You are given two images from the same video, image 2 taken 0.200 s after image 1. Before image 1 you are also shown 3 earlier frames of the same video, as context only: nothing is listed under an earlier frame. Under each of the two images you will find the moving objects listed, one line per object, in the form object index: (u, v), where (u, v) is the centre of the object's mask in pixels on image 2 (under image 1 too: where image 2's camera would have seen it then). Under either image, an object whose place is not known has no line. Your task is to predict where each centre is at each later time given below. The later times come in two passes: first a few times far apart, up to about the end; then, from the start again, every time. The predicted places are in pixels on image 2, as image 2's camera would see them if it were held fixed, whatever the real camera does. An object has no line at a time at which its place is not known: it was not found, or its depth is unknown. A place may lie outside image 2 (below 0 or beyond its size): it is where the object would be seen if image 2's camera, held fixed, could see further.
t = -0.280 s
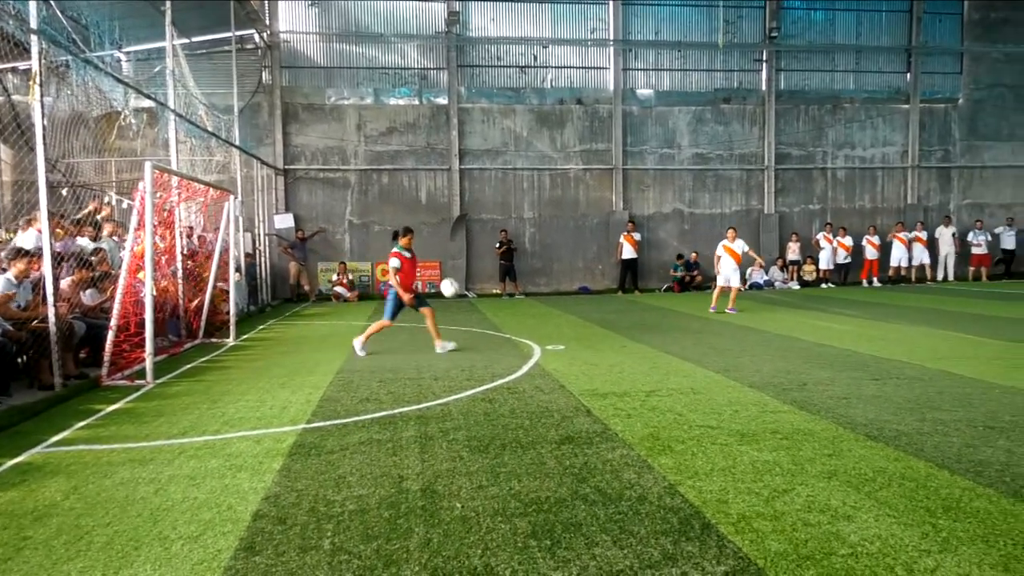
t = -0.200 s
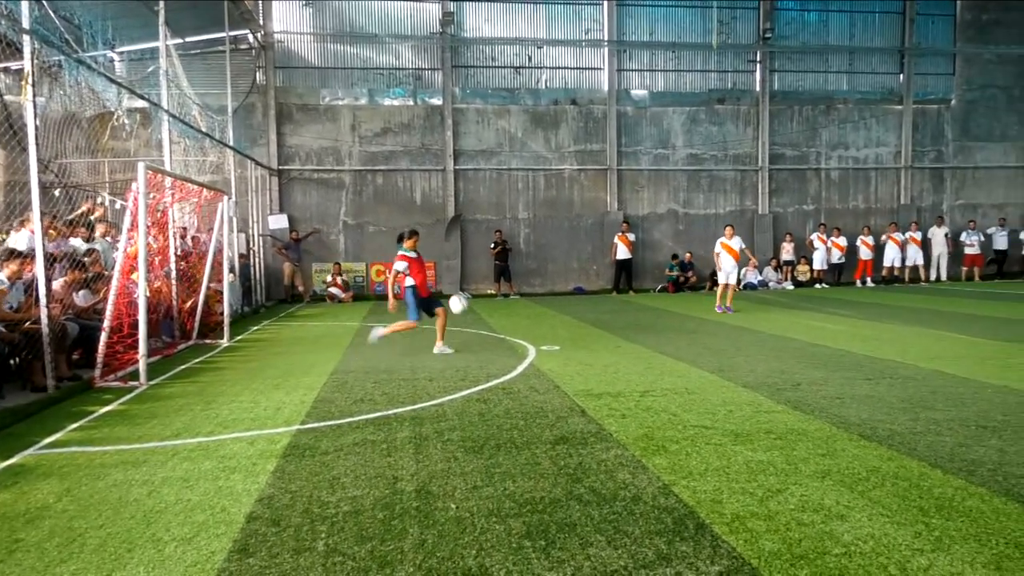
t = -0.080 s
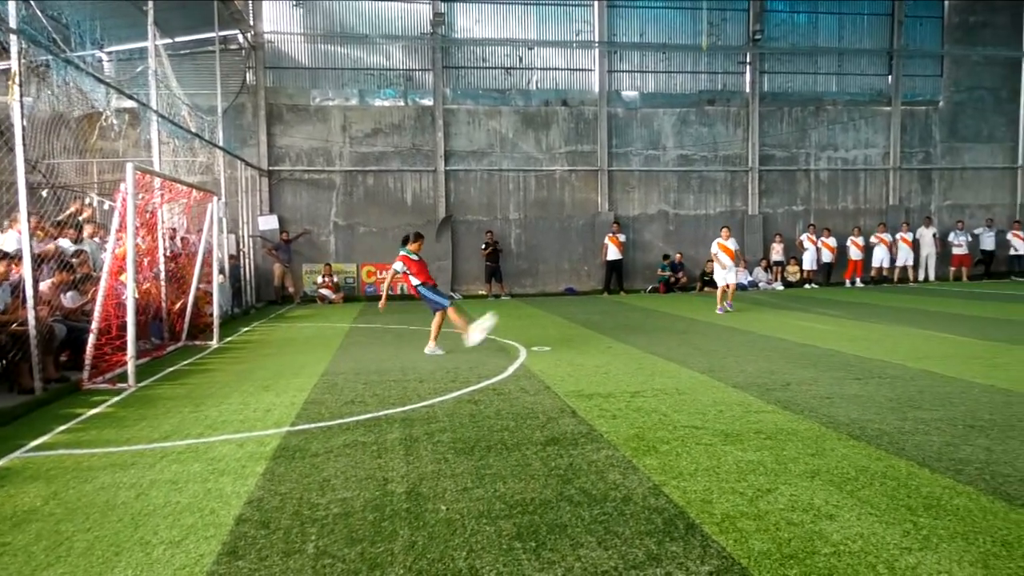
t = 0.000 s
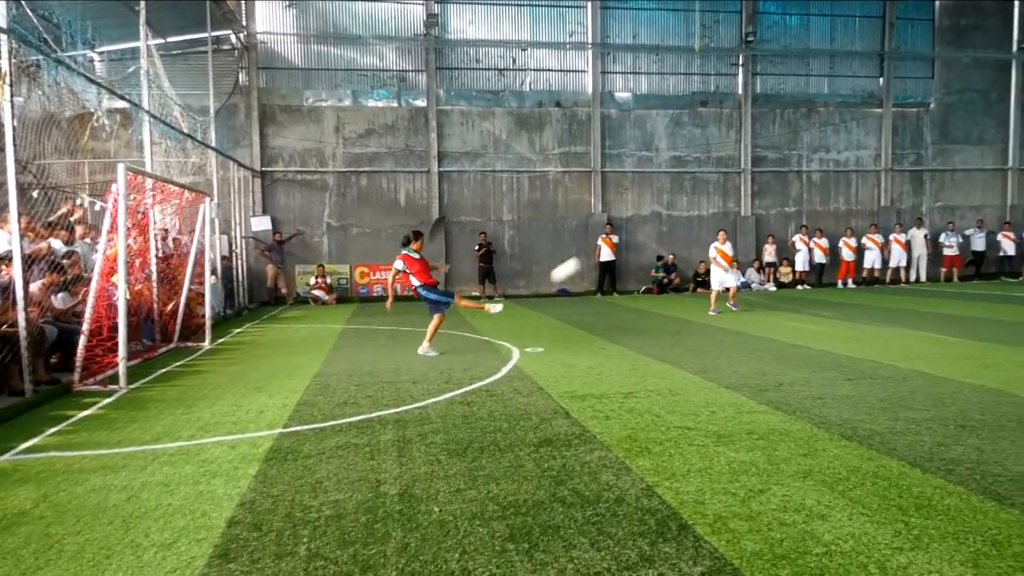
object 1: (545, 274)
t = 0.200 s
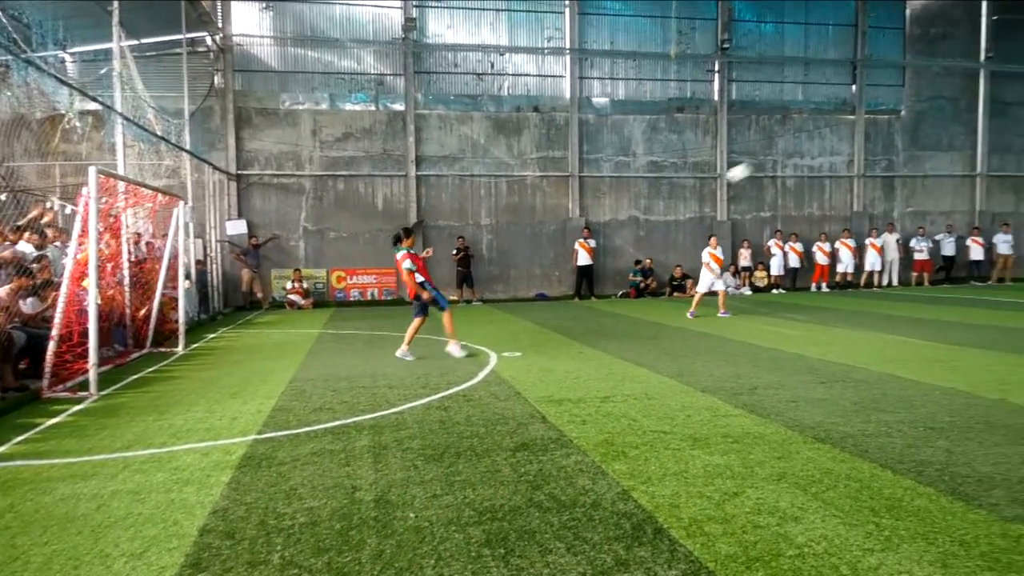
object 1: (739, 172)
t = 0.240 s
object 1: (773, 158)
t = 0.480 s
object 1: (951, 112)
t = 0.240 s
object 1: (773, 158)
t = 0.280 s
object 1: (805, 147)
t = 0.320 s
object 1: (836, 137)
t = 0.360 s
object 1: (867, 128)
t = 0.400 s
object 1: (896, 121)
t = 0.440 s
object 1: (924, 116)
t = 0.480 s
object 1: (951, 112)
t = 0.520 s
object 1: (977, 110)
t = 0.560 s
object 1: (1002, 108)
